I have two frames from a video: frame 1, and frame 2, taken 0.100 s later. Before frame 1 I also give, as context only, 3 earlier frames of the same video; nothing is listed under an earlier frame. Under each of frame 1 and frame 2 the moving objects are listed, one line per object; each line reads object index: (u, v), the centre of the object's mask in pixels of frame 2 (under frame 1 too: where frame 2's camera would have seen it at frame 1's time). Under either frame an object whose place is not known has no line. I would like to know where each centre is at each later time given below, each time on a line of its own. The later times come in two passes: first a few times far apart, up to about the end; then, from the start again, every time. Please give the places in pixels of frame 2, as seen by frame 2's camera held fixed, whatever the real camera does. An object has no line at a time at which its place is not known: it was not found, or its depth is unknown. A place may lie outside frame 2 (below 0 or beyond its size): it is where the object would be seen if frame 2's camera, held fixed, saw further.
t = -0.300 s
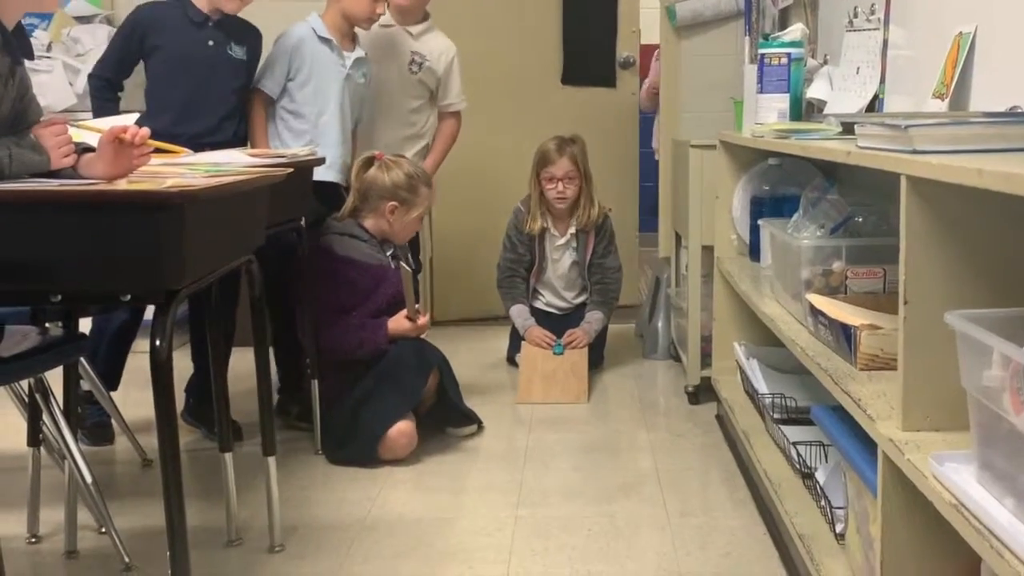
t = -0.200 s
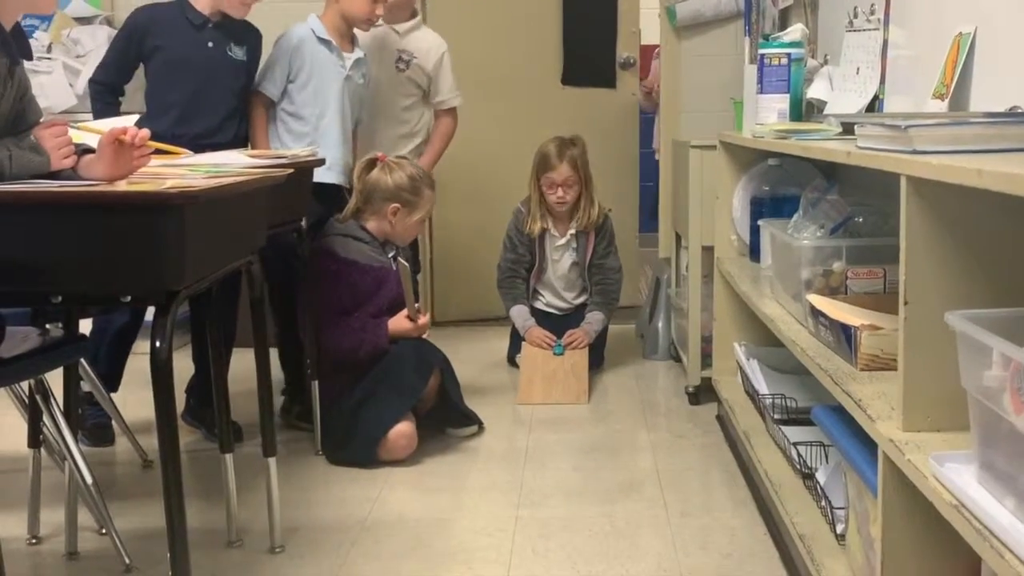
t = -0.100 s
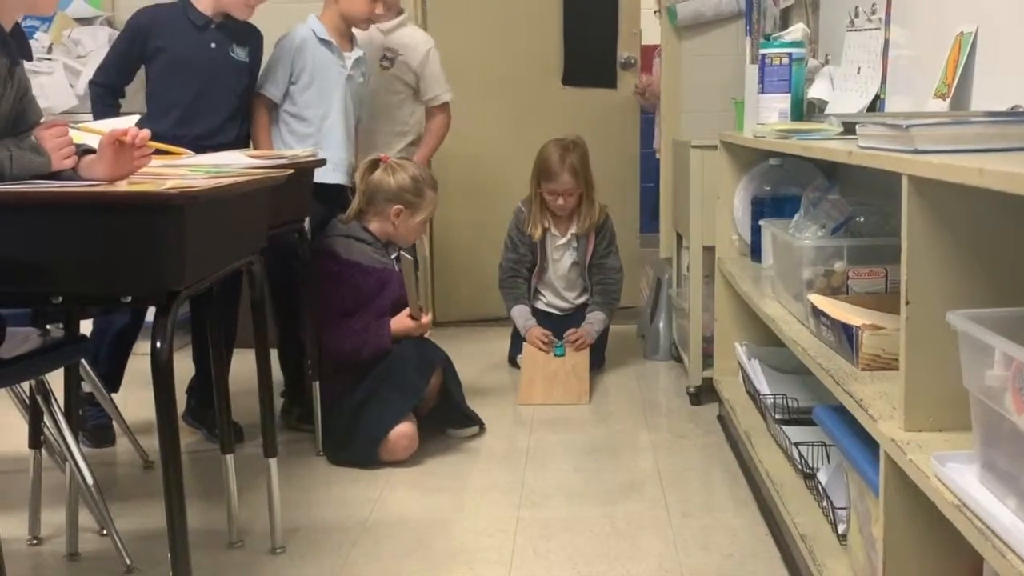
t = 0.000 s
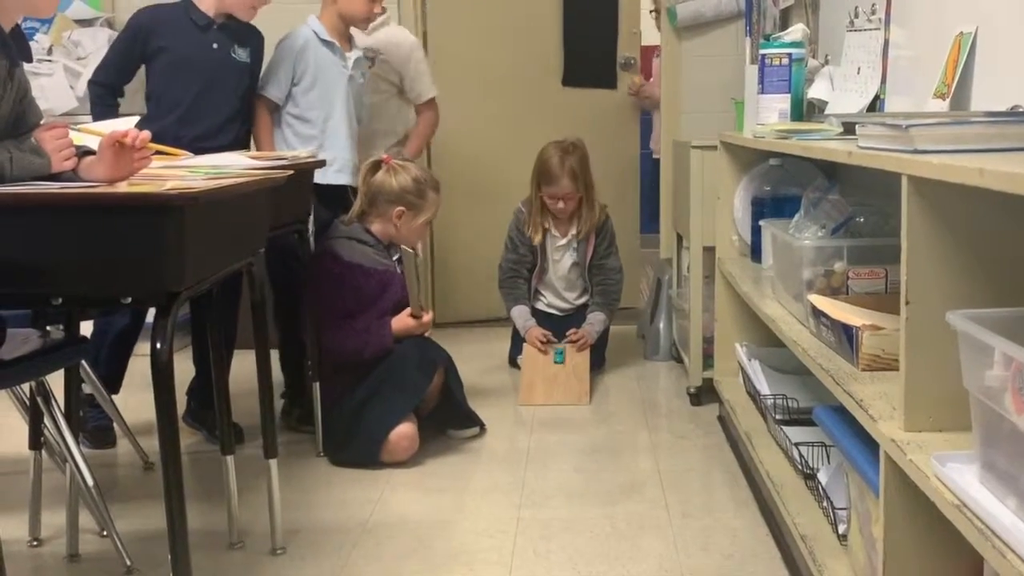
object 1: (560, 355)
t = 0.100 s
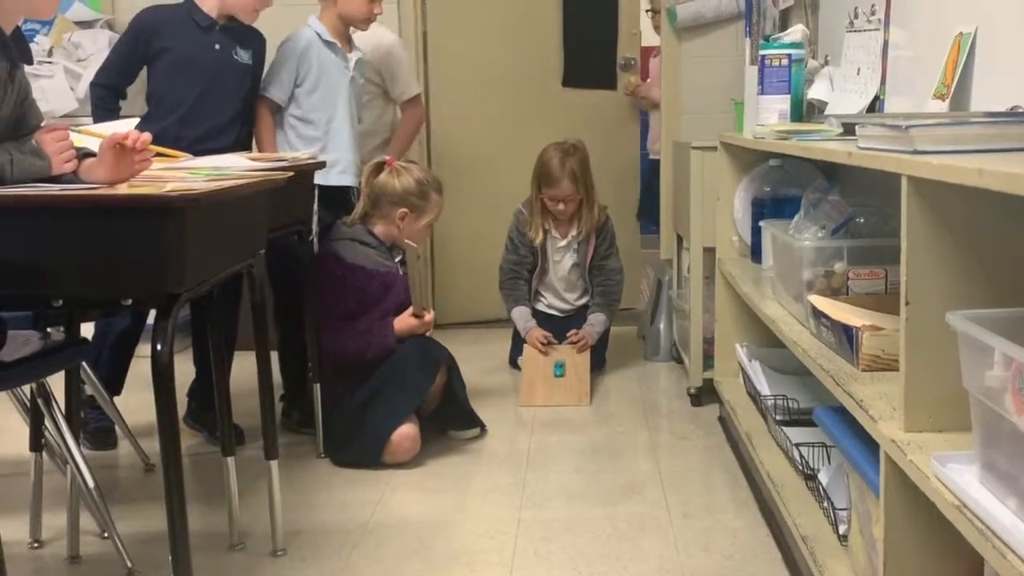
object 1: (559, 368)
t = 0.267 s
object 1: (559, 403)
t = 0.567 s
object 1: (564, 438)
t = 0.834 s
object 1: (612, 469)
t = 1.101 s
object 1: (676, 501)
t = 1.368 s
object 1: (748, 534)
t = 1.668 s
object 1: (771, 572)
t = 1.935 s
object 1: (733, 584)
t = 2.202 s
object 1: (697, 581)
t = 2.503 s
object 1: (674, 579)
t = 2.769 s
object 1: (672, 578)
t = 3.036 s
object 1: (672, 579)
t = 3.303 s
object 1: (672, 578)
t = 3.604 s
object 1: (672, 578)
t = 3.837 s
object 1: (672, 578)
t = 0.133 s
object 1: (559, 373)
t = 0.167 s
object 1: (558, 380)
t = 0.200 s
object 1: (559, 388)
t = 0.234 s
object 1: (559, 397)
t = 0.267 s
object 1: (559, 403)
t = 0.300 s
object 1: (557, 407)
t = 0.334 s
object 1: (557, 411)
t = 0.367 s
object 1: (555, 416)
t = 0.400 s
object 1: (555, 420)
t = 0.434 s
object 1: (555, 423)
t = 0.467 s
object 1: (556, 427)
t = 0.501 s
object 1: (558, 431)
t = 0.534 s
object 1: (560, 435)
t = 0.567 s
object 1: (564, 438)
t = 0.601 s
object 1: (568, 443)
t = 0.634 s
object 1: (573, 447)
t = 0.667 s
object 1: (579, 450)
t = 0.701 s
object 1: (585, 454)
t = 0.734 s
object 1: (592, 458)
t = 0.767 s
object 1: (598, 461)
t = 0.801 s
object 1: (605, 465)
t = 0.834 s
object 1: (612, 469)
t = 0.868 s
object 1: (619, 473)
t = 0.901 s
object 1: (627, 477)
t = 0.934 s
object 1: (635, 481)
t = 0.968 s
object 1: (642, 485)
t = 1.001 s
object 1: (651, 489)
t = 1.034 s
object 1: (659, 493)
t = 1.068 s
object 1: (667, 497)
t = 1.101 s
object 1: (676, 501)
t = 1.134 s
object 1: (684, 504)
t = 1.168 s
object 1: (693, 509)
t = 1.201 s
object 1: (702, 513)
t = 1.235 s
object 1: (711, 517)
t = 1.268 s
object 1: (720, 521)
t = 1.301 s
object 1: (729, 525)
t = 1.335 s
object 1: (738, 529)
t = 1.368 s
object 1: (748, 534)
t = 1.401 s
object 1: (757, 538)
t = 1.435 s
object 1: (764, 541)
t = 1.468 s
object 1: (768, 545)
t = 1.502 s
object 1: (772, 551)
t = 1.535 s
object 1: (773, 556)
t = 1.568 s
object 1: (773, 560)
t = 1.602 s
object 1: (773, 565)
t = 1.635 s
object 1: (772, 569)
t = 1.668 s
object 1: (771, 572)
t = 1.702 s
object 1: (768, 576)
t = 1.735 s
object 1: (764, 578)
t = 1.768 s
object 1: (759, 580)
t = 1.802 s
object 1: (754, 582)
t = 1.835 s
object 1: (749, 583)
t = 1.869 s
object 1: (743, 584)
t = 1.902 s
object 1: (738, 585)
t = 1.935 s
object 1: (733, 584)
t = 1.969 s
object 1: (728, 584)
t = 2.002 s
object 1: (723, 584)
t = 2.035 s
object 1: (718, 583)
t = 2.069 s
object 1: (713, 583)
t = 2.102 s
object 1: (709, 582)
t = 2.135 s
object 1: (705, 582)
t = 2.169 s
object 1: (701, 581)
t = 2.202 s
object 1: (697, 581)
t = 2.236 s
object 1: (694, 581)
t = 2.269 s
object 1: (690, 580)
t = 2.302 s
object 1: (687, 580)
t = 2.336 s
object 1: (684, 580)
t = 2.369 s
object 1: (682, 579)
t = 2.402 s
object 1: (680, 579)
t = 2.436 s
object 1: (678, 579)
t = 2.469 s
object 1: (676, 579)
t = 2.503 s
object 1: (674, 579)
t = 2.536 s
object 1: (673, 578)
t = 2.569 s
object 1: (672, 579)
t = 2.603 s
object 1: (672, 579)
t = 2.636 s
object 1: (671, 578)
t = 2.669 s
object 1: (671, 579)
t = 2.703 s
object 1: (672, 578)
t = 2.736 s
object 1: (671, 578)
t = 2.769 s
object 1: (672, 578)
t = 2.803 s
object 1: (672, 579)
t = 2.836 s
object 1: (672, 579)
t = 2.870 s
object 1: (672, 579)
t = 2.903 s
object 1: (672, 579)
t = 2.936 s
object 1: (672, 579)
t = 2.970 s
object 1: (672, 579)
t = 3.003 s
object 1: (672, 579)
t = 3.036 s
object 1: (672, 579)
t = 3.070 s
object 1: (672, 579)
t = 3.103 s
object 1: (672, 579)
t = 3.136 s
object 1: (672, 579)
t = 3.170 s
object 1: (672, 578)
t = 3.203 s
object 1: (672, 579)
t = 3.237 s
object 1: (672, 578)
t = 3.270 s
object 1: (672, 578)
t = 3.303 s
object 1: (672, 578)
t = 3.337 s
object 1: (672, 578)
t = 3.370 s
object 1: (672, 578)
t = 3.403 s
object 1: (672, 579)
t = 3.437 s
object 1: (672, 578)
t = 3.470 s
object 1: (672, 578)
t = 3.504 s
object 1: (672, 578)
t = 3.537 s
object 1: (672, 578)
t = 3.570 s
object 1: (672, 578)
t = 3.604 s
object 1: (672, 578)
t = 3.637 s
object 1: (672, 578)
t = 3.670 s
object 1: (672, 578)
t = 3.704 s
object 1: (672, 578)
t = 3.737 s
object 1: (672, 578)
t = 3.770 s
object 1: (672, 578)
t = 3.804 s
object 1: (672, 578)
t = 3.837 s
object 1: (672, 578)
